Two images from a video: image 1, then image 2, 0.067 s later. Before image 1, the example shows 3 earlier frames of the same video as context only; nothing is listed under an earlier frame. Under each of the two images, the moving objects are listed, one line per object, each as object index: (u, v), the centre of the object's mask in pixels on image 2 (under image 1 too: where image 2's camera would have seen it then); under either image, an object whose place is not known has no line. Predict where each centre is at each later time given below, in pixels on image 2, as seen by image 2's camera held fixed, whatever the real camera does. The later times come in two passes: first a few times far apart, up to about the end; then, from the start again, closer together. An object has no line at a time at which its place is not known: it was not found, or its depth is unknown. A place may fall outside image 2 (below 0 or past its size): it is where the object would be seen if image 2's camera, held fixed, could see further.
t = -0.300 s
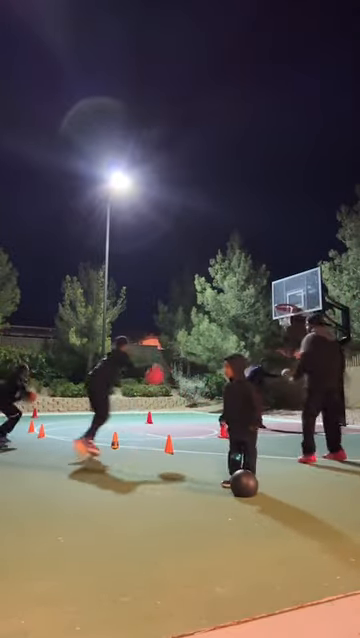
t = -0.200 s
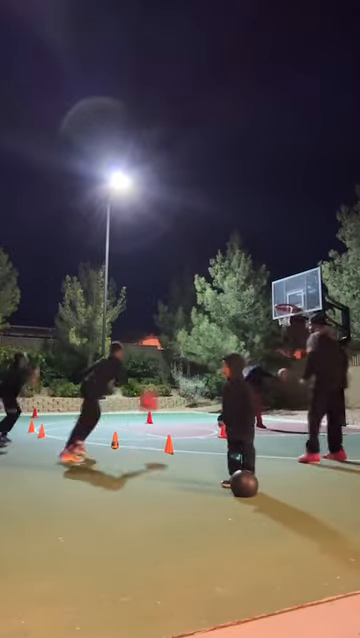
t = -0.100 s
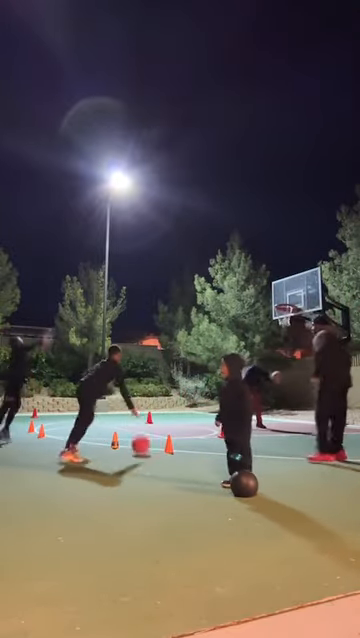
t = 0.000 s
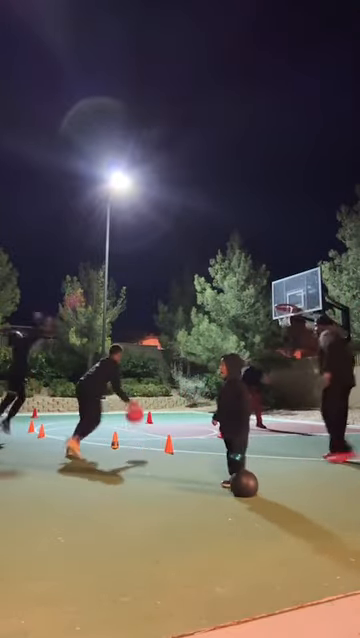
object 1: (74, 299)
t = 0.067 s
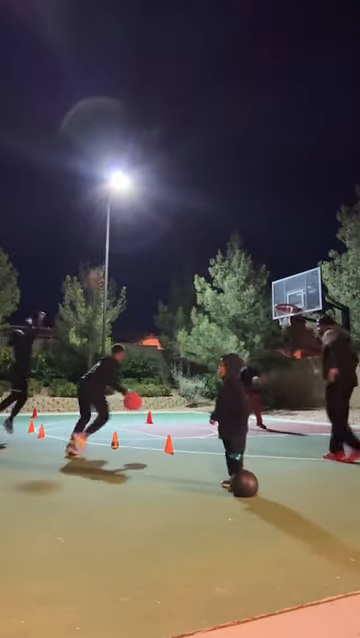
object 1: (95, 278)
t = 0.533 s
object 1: (197, 212)
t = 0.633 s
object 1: (214, 213)
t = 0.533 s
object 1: (197, 212)
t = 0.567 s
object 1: (203, 212)
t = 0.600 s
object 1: (209, 212)
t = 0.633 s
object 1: (214, 213)
